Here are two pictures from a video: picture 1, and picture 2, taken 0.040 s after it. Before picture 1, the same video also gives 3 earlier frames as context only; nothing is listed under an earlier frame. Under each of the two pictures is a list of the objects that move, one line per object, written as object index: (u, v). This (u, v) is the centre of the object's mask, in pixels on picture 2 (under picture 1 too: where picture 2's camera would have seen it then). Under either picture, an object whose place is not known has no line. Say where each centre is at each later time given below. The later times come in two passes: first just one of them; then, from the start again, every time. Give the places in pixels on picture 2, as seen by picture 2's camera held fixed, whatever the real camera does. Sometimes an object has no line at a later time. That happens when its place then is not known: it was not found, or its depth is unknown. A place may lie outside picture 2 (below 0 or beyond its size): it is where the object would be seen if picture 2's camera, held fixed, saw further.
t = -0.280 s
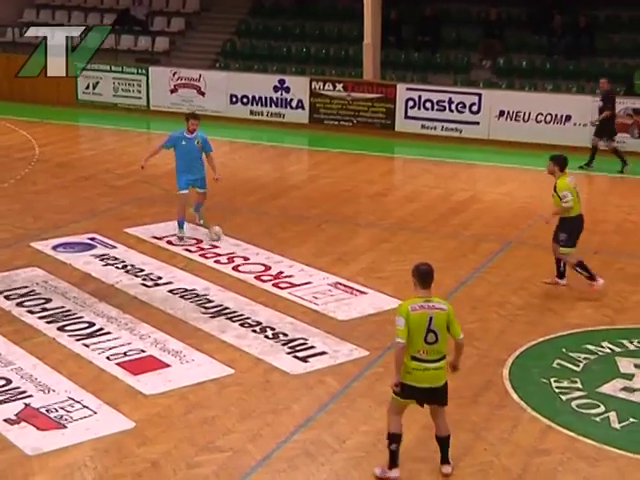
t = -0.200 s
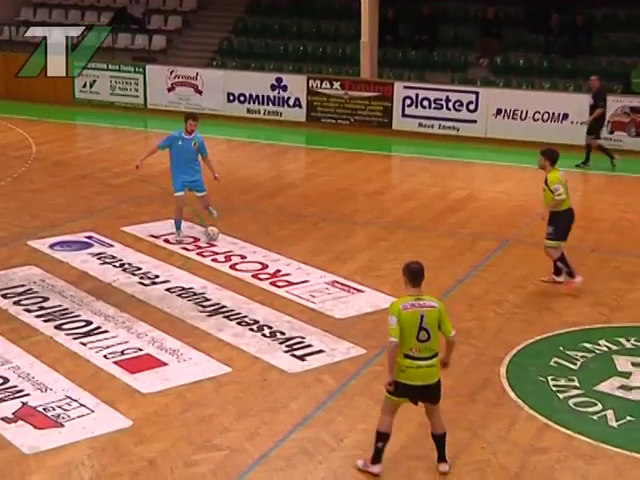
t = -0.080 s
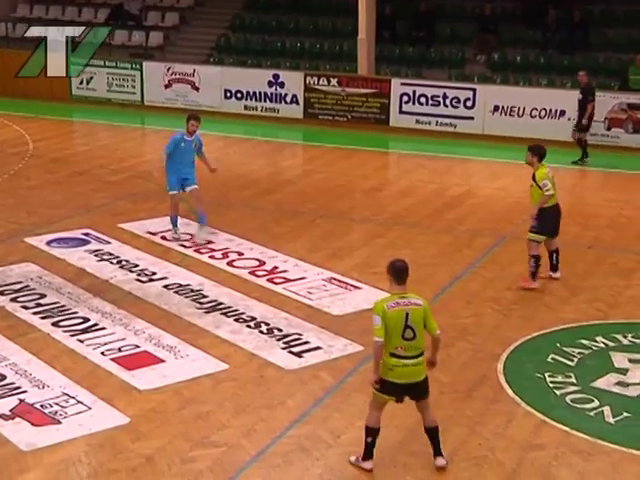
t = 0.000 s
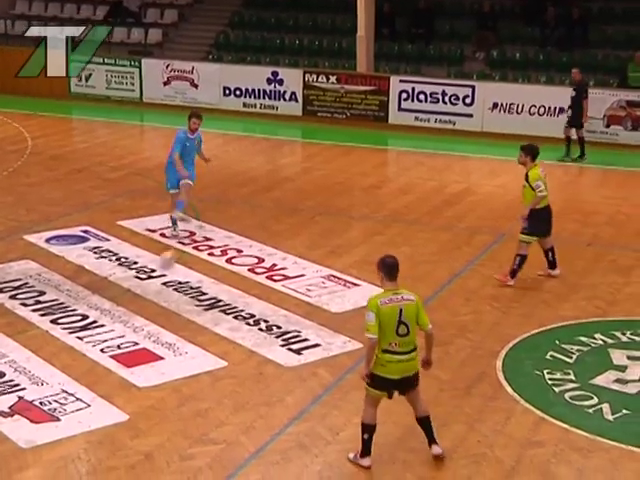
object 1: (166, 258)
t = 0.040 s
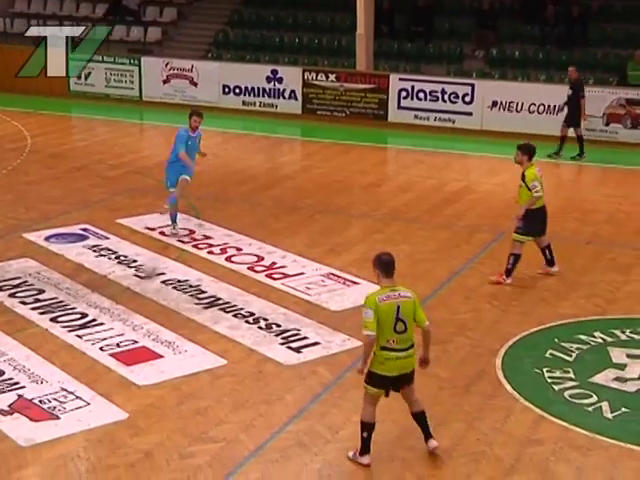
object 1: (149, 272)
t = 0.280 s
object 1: (20, 366)
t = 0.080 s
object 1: (131, 288)
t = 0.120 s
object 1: (112, 297)
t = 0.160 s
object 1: (91, 315)
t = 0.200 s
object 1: (69, 330)
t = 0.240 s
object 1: (46, 346)
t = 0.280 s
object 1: (20, 366)
